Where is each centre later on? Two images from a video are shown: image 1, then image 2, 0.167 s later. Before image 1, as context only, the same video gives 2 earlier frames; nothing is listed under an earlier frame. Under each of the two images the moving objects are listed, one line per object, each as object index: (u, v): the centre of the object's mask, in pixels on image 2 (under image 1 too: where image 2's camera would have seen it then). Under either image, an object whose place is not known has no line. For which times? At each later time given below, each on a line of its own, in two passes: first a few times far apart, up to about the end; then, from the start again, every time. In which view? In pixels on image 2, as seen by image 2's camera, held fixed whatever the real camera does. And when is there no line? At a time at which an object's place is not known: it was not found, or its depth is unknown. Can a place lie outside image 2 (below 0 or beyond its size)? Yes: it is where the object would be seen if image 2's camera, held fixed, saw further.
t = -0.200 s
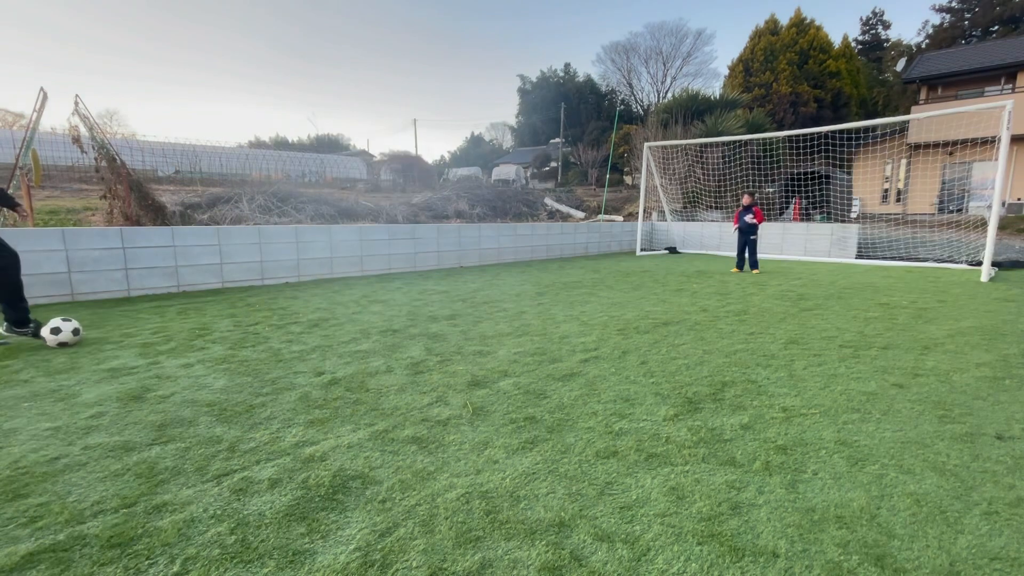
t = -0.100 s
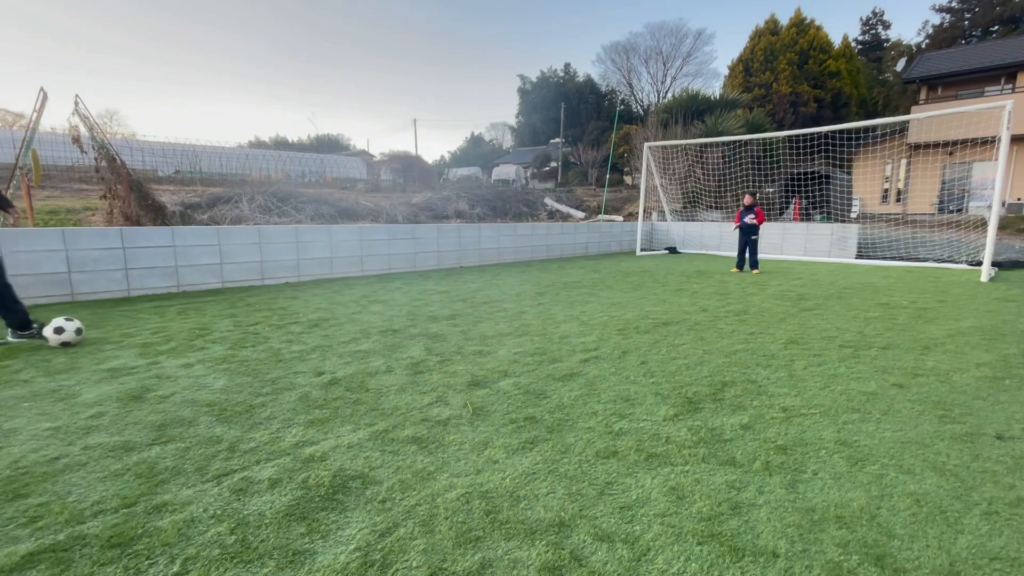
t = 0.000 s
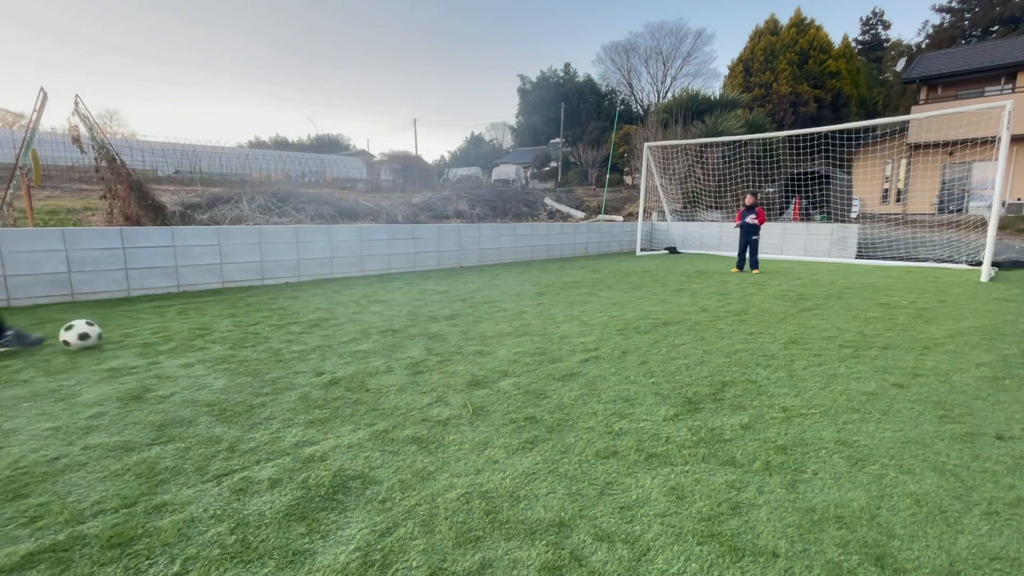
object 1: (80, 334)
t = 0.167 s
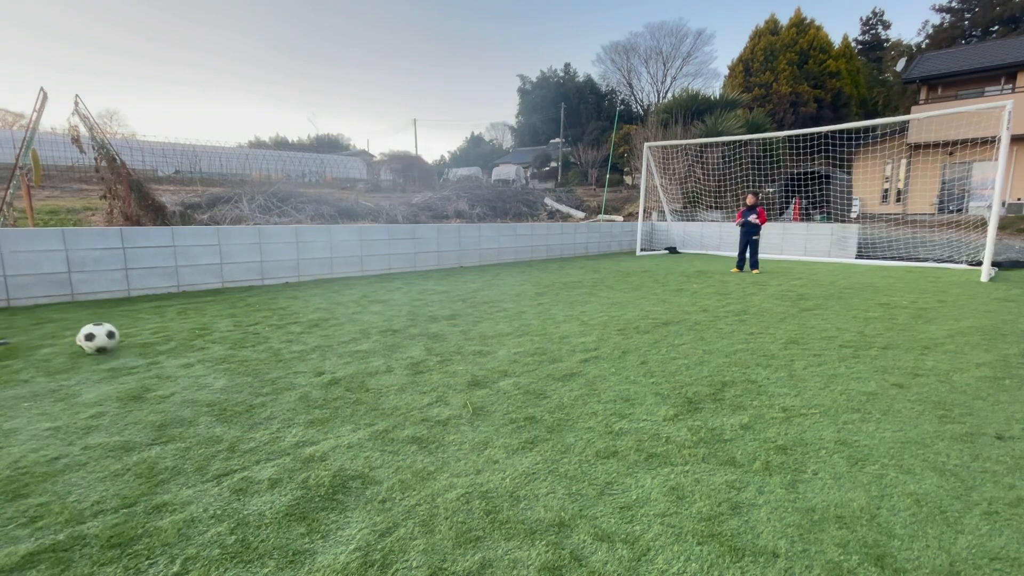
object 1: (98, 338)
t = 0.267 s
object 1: (107, 340)
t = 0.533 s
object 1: (131, 346)
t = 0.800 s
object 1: (152, 352)
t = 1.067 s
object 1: (173, 359)
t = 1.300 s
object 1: (185, 366)
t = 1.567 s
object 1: (196, 374)
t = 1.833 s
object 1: (202, 384)
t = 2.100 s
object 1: (198, 396)
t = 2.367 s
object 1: (190, 409)
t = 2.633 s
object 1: (182, 422)
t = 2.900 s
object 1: (175, 435)
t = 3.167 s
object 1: (168, 448)
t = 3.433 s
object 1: (158, 461)
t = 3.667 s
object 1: (148, 470)
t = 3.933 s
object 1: (143, 475)
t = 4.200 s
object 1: (140, 476)
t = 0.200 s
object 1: (101, 339)
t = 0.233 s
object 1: (103, 340)
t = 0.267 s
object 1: (107, 340)
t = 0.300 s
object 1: (110, 340)
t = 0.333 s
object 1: (113, 340)
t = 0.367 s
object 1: (117, 342)
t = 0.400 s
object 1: (120, 342)
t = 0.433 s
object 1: (123, 344)
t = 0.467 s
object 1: (126, 344)
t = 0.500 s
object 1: (128, 344)
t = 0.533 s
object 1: (131, 346)
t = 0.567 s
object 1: (134, 347)
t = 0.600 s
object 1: (136, 348)
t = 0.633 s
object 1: (139, 348)
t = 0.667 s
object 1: (142, 349)
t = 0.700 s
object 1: (144, 350)
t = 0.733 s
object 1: (147, 350)
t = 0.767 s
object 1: (149, 351)
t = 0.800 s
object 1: (152, 352)
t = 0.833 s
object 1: (155, 353)
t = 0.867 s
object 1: (157, 354)
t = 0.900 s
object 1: (160, 355)
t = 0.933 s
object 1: (162, 356)
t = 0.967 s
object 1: (165, 357)
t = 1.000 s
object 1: (168, 358)
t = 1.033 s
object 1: (171, 359)
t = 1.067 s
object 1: (173, 359)
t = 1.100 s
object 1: (174, 359)
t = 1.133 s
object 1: (176, 361)
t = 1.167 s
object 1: (178, 362)
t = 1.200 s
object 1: (179, 363)
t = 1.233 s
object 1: (181, 364)
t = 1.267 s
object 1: (183, 365)
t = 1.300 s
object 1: (185, 366)
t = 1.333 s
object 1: (186, 367)
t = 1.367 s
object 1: (188, 368)
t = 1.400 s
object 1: (190, 368)
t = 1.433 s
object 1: (191, 369)
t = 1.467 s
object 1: (193, 371)
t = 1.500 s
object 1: (194, 372)
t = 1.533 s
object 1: (195, 373)
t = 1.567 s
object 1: (196, 374)
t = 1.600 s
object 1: (198, 375)
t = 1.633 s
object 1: (199, 377)
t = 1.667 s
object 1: (199, 378)
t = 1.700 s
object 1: (200, 379)
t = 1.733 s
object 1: (201, 380)
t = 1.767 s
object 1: (201, 382)
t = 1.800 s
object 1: (201, 383)
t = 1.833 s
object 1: (202, 384)
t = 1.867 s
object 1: (201, 385)
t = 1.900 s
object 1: (202, 386)
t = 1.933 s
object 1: (201, 388)
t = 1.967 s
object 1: (201, 390)
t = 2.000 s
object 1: (200, 391)
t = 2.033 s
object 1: (200, 392)
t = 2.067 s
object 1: (199, 394)
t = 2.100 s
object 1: (198, 396)
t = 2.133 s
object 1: (197, 397)
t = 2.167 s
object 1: (197, 399)
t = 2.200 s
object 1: (196, 401)
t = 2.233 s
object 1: (195, 402)
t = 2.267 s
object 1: (194, 404)
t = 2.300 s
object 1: (192, 406)
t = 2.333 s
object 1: (191, 407)
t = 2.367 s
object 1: (190, 409)
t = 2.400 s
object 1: (189, 410)
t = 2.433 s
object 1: (188, 412)
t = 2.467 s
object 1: (186, 414)
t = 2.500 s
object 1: (185, 416)
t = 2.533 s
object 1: (184, 417)
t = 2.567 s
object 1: (184, 419)
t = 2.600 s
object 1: (183, 420)
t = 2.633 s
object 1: (182, 422)
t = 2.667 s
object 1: (181, 423)
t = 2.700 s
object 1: (181, 425)
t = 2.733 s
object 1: (180, 427)
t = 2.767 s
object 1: (179, 429)
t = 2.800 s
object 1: (178, 430)
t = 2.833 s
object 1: (177, 432)
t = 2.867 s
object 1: (176, 433)
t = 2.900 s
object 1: (175, 435)
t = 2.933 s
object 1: (174, 436)
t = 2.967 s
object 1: (173, 439)
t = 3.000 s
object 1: (172, 441)
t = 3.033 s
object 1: (171, 442)
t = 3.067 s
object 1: (170, 444)
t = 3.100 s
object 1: (170, 445)
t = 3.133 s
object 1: (169, 447)
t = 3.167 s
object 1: (168, 448)
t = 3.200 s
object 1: (167, 449)
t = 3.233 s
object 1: (166, 451)
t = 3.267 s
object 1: (165, 452)
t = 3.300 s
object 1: (164, 454)
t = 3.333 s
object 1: (163, 456)
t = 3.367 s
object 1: (161, 457)
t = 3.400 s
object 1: (159, 459)
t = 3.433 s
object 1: (158, 461)
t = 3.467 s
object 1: (156, 462)
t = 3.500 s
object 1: (155, 463)
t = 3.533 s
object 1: (153, 465)
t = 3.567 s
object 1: (151, 466)
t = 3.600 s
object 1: (150, 467)
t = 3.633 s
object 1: (149, 469)
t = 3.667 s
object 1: (148, 470)
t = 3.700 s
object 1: (146, 470)
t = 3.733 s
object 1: (146, 471)
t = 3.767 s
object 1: (145, 472)
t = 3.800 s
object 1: (145, 473)
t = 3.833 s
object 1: (144, 474)
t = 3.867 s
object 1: (144, 474)
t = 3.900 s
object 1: (143, 474)
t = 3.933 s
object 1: (143, 475)
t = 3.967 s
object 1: (142, 475)
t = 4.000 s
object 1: (142, 475)
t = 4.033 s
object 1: (141, 476)
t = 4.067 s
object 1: (140, 476)
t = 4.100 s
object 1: (140, 476)
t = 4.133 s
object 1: (140, 475)
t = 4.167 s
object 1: (140, 475)
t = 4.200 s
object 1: (140, 476)
